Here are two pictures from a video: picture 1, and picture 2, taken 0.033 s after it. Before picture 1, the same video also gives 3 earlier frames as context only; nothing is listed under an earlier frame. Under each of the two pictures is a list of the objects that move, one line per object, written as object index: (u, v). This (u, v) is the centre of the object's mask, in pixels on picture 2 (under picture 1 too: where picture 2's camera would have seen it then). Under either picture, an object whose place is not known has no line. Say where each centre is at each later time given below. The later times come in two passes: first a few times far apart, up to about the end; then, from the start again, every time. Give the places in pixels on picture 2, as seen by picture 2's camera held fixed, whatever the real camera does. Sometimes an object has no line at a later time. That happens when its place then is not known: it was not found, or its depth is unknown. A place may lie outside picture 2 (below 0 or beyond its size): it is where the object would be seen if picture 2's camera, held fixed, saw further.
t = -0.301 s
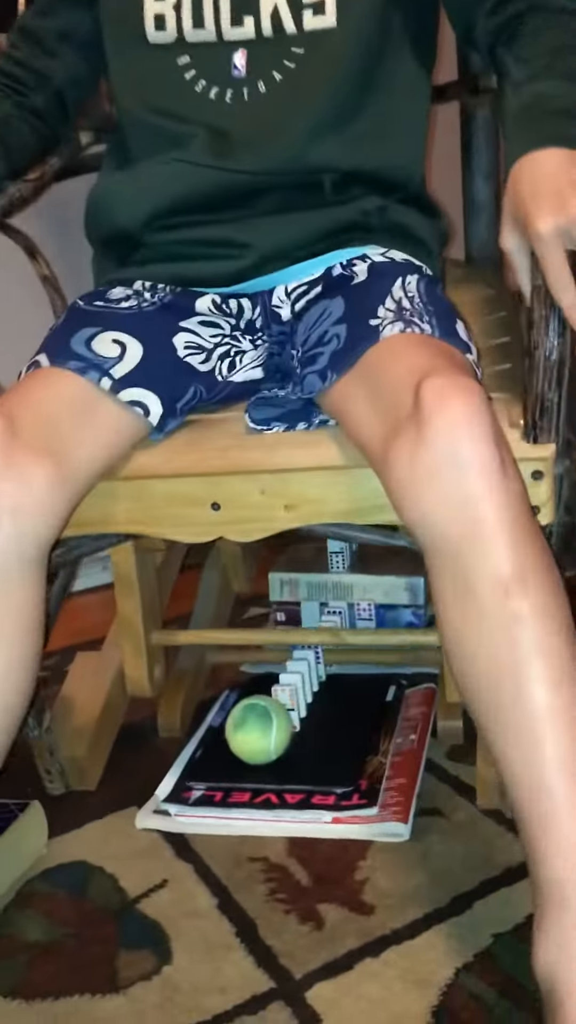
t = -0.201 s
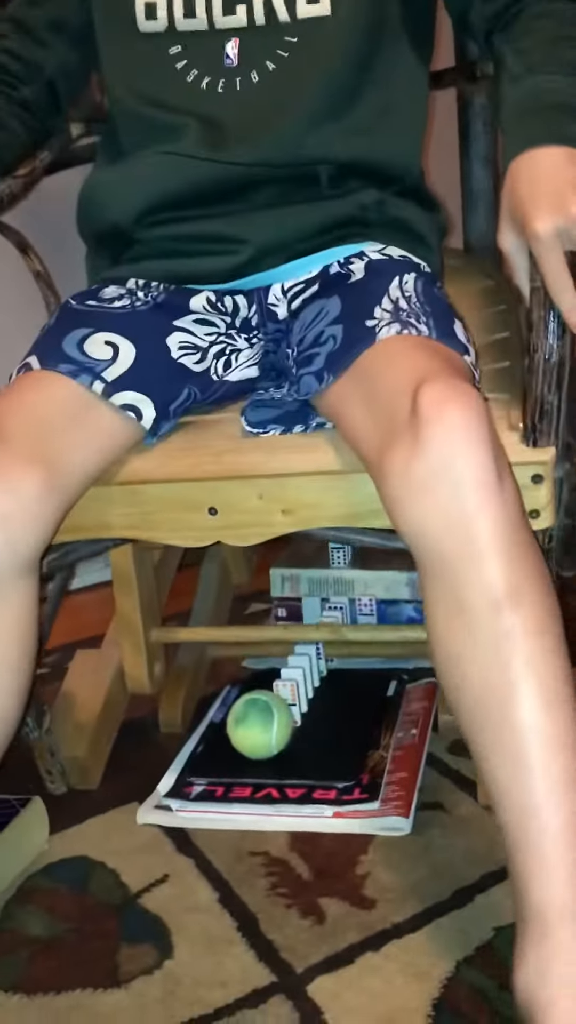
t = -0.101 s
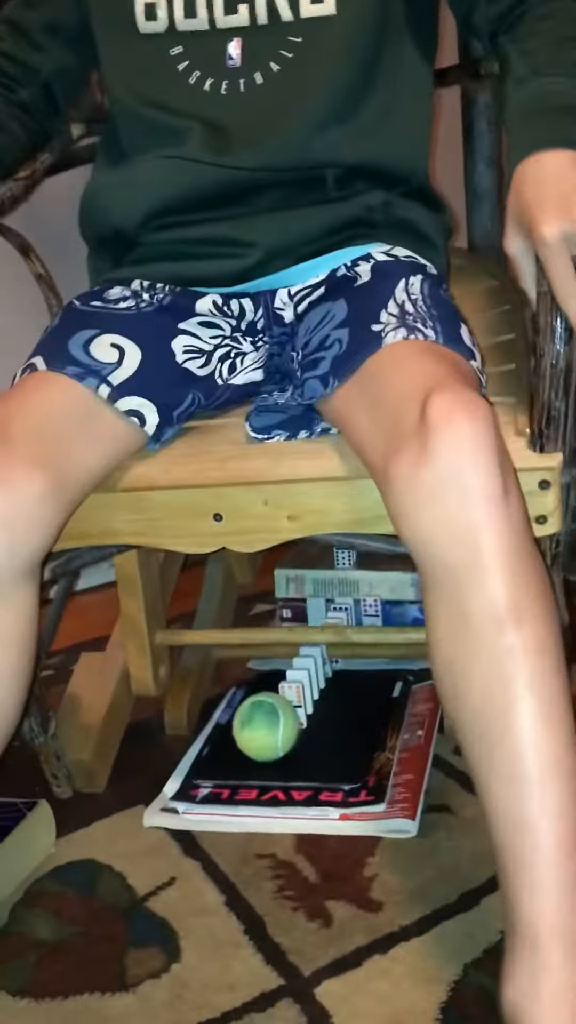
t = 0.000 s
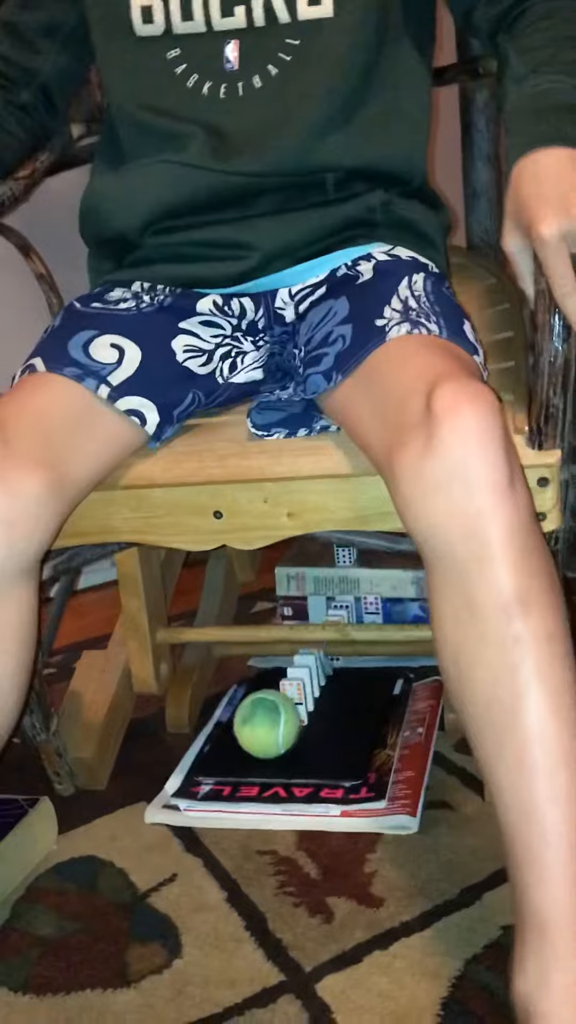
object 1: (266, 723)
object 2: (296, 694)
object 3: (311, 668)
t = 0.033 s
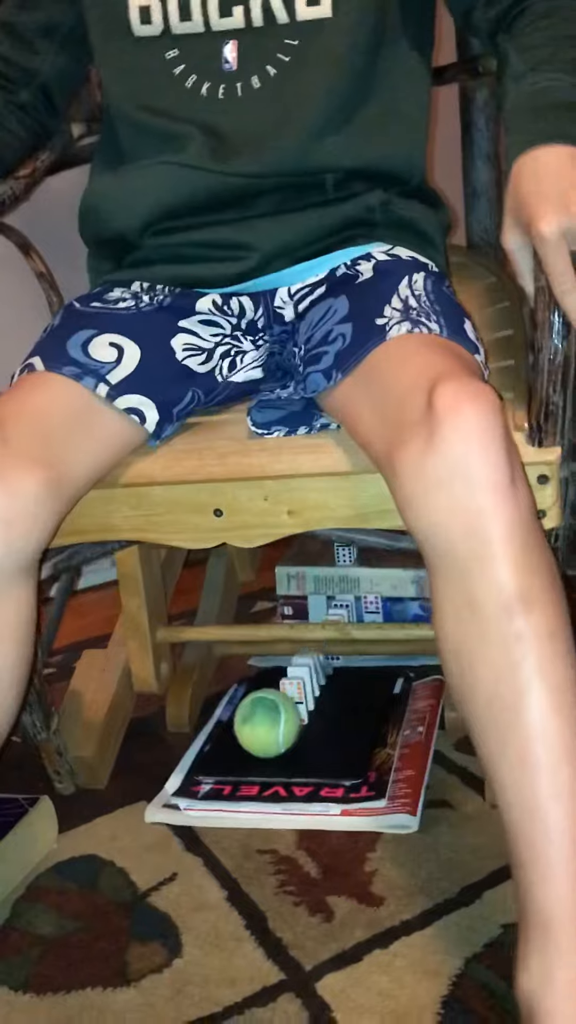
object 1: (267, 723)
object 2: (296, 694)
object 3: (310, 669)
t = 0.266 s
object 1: (260, 730)
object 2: (297, 714)
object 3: (305, 685)
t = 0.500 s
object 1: (242, 743)
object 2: (290, 733)
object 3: (308, 684)
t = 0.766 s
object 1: (217, 789)
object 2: (288, 734)
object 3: (308, 684)
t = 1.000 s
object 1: (179, 850)
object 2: (288, 734)
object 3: (309, 684)
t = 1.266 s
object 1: (144, 898)
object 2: (288, 734)
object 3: (308, 684)
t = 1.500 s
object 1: (120, 910)
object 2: (288, 734)
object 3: (308, 684)
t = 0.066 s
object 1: (266, 723)
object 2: (296, 695)
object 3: (308, 666)
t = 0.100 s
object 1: (266, 723)
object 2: (296, 695)
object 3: (312, 675)
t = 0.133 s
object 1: (267, 723)
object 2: (296, 695)
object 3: (309, 692)
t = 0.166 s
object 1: (266, 724)
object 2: (298, 707)
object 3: (305, 684)
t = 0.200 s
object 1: (264, 726)
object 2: (298, 708)
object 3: (304, 687)
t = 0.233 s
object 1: (262, 728)
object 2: (298, 712)
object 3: (304, 685)
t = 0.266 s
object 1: (260, 730)
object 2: (297, 714)
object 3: (305, 685)
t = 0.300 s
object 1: (257, 732)
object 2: (296, 715)
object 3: (306, 685)
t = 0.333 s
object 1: (255, 734)
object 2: (296, 731)
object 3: (306, 685)
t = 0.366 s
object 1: (252, 736)
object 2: (295, 731)
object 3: (306, 684)
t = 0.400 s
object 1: (250, 738)
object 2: (294, 731)
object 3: (307, 684)
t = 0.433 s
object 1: (247, 740)
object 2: (293, 732)
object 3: (307, 684)
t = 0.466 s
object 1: (244, 742)
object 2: (291, 732)
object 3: (308, 684)
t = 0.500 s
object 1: (242, 743)
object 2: (290, 733)
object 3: (308, 684)
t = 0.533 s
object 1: (240, 745)
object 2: (289, 733)
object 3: (308, 684)
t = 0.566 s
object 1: (237, 747)
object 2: (289, 733)
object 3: (308, 684)
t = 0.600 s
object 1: (235, 750)
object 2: (288, 733)
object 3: (309, 684)
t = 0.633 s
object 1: (232, 755)
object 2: (288, 734)
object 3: (308, 684)
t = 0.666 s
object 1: (229, 762)
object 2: (288, 734)
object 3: (308, 684)
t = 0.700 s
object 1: (226, 772)
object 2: (288, 734)
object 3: (308, 684)
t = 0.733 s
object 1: (222, 777)
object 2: (288, 734)
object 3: (308, 684)
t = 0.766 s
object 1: (217, 789)
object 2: (288, 734)
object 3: (308, 684)
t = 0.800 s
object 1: (212, 798)
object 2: (288, 734)
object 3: (309, 684)
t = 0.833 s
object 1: (206, 811)
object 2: (288, 734)
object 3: (309, 684)
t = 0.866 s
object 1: (200, 819)
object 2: (288, 734)
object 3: (309, 684)
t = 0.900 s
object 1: (194, 828)
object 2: (288, 734)
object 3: (309, 684)
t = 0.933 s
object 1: (189, 835)
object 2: (288, 734)
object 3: (309, 684)
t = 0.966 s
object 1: (184, 842)
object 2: (288, 734)
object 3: (309, 684)
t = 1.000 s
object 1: (179, 850)
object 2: (288, 734)
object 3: (309, 684)
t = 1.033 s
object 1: (174, 857)
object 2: (288, 734)
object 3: (309, 684)
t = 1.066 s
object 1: (170, 865)
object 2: (288, 734)
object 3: (309, 684)
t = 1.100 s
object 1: (166, 871)
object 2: (288, 734)
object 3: (309, 684)
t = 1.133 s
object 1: (162, 878)
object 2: (288, 734)
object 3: (309, 684)
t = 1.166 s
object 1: (158, 883)
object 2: (288, 734)
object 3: (308, 684)
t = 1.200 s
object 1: (152, 888)
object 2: (288, 734)
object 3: (308, 684)
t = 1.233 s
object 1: (148, 893)
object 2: (288, 734)
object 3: (309, 684)
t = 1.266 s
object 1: (144, 898)
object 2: (288, 734)
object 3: (308, 684)
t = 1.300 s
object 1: (140, 902)
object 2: (288, 734)
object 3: (309, 684)
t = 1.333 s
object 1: (135, 905)
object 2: (288, 734)
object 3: (309, 684)
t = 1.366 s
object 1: (131, 907)
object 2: (288, 734)
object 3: (309, 684)
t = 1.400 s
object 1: (127, 909)
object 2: (288, 734)
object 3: (308, 684)
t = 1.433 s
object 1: (123, 909)
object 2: (288, 734)
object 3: (309, 684)
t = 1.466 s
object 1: (121, 910)
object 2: (288, 734)
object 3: (309, 684)
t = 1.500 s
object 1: (120, 910)
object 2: (288, 734)
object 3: (308, 684)
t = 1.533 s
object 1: (121, 910)
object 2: (288, 734)
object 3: (308, 684)
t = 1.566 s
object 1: (122, 909)
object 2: (288, 734)
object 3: (309, 684)
